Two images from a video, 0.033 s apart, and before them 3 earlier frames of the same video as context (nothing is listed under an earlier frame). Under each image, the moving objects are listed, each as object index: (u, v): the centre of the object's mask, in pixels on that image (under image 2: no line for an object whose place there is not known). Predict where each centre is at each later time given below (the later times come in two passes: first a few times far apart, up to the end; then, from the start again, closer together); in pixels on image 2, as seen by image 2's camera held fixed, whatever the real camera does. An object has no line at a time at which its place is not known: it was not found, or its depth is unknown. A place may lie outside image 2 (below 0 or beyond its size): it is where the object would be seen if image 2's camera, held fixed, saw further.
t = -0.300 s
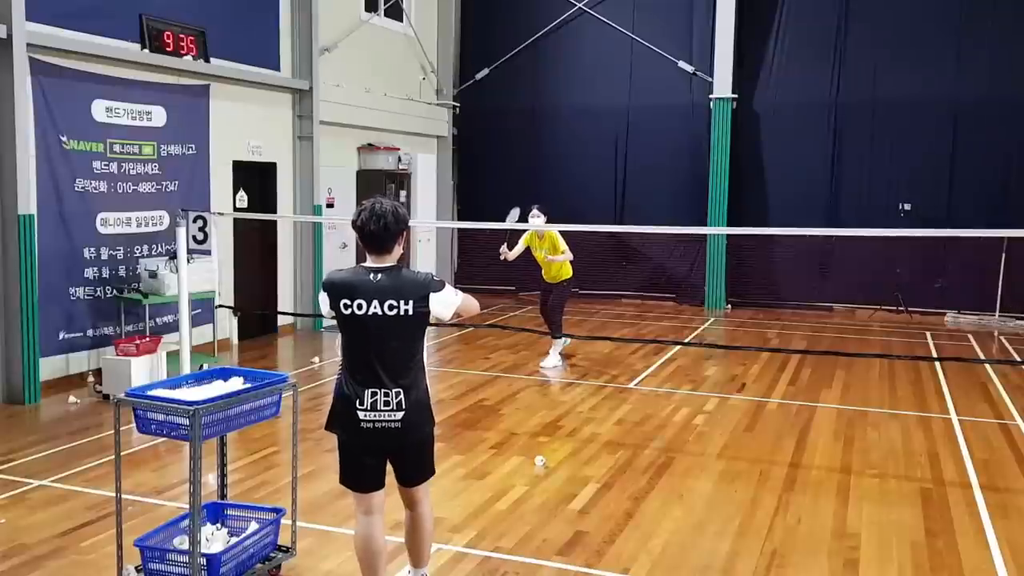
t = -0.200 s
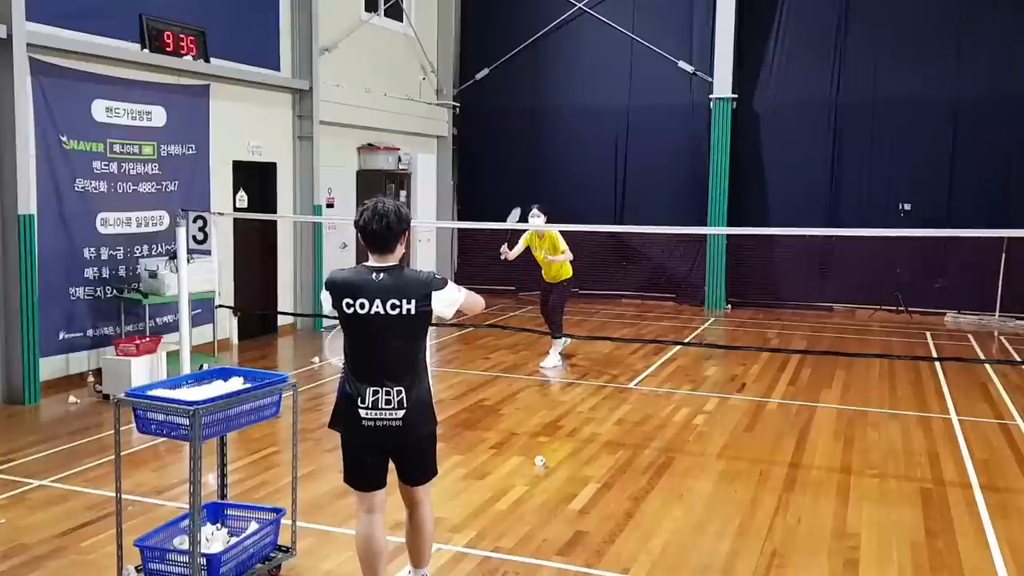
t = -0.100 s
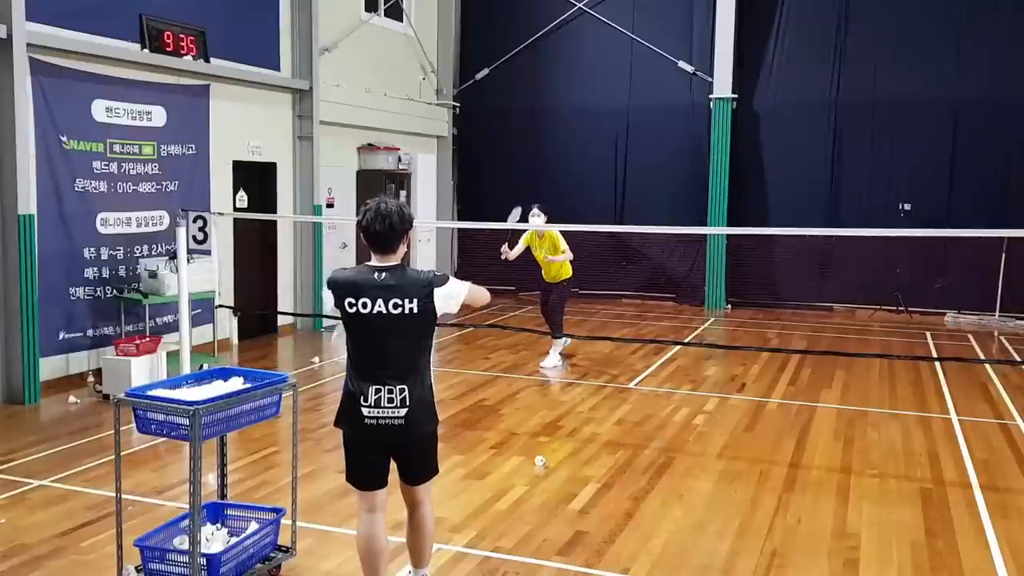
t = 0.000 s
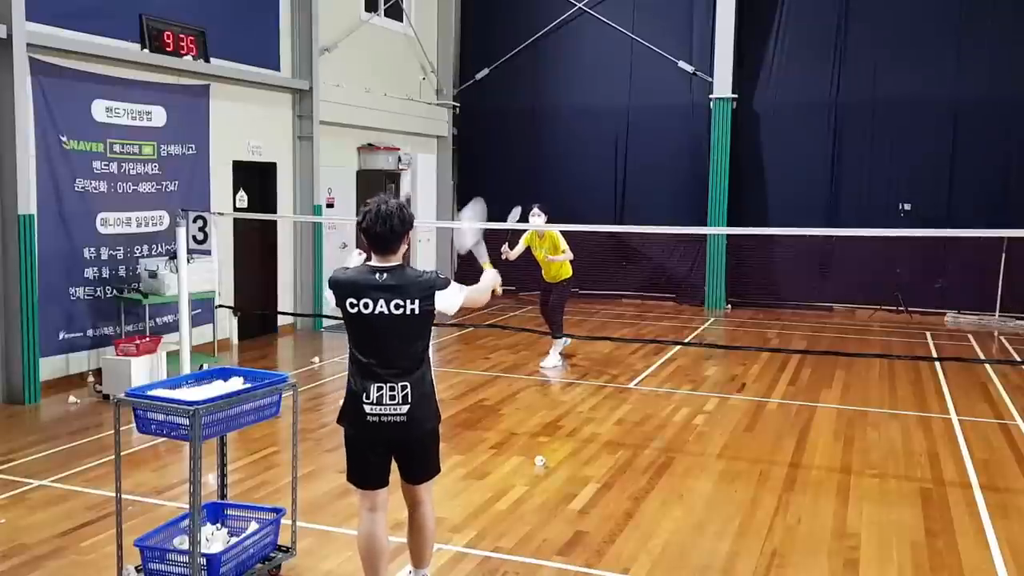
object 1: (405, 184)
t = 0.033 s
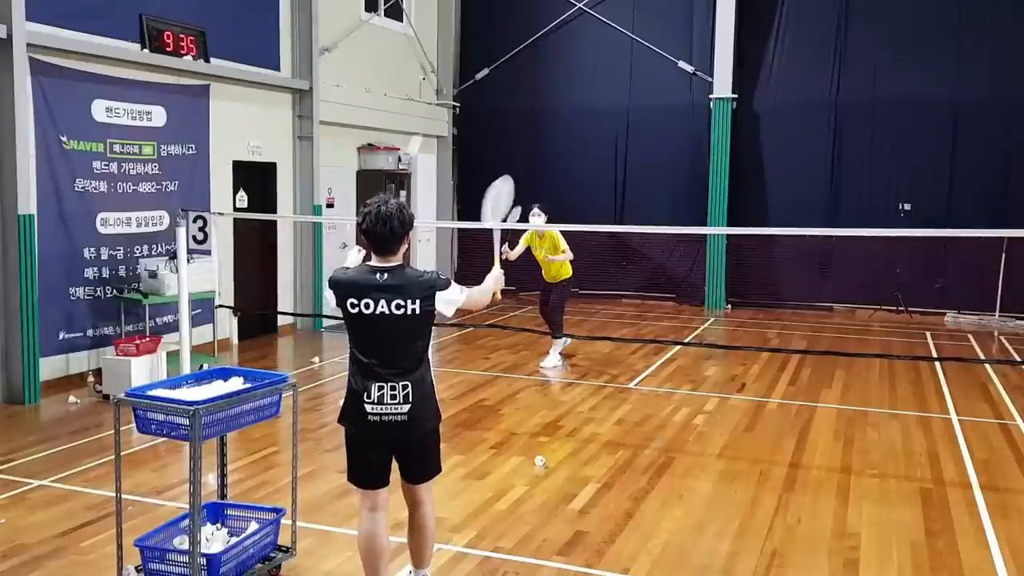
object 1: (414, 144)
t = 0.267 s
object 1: (457, 44)
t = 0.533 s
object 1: (478, 51)
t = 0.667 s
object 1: (486, 77)
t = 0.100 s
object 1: (435, 97)
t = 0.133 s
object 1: (440, 82)
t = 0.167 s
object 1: (444, 68)
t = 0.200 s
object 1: (449, 58)
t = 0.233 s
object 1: (452, 50)
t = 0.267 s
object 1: (457, 44)
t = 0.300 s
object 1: (460, 40)
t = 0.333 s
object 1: (463, 38)
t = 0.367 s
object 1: (466, 38)
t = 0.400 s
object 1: (470, 38)
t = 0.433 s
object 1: (472, 40)
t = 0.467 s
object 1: (474, 43)
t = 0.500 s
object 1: (476, 47)
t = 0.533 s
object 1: (478, 51)
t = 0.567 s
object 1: (480, 57)
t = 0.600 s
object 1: (482, 63)
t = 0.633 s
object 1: (484, 69)
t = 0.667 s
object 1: (486, 77)
